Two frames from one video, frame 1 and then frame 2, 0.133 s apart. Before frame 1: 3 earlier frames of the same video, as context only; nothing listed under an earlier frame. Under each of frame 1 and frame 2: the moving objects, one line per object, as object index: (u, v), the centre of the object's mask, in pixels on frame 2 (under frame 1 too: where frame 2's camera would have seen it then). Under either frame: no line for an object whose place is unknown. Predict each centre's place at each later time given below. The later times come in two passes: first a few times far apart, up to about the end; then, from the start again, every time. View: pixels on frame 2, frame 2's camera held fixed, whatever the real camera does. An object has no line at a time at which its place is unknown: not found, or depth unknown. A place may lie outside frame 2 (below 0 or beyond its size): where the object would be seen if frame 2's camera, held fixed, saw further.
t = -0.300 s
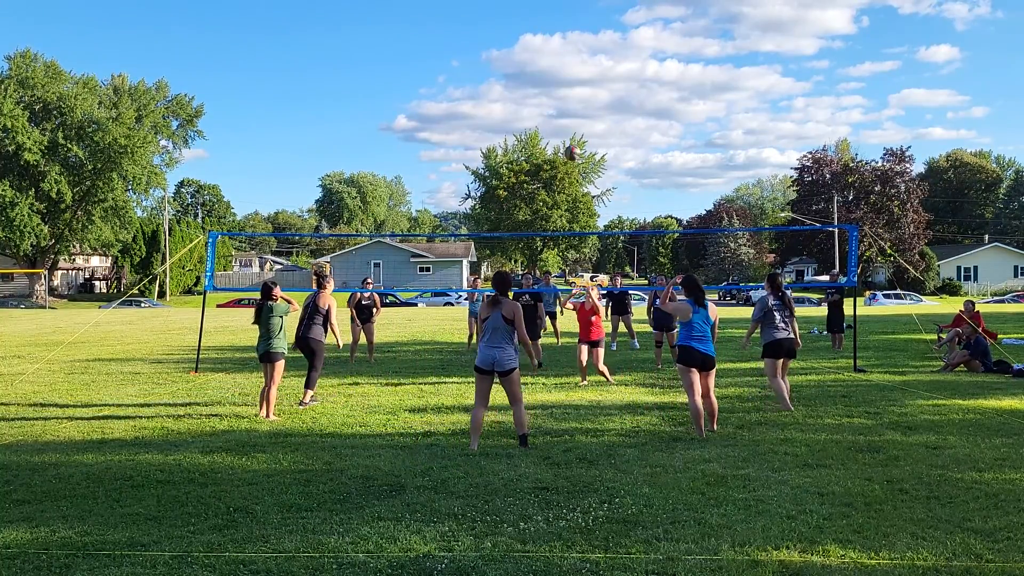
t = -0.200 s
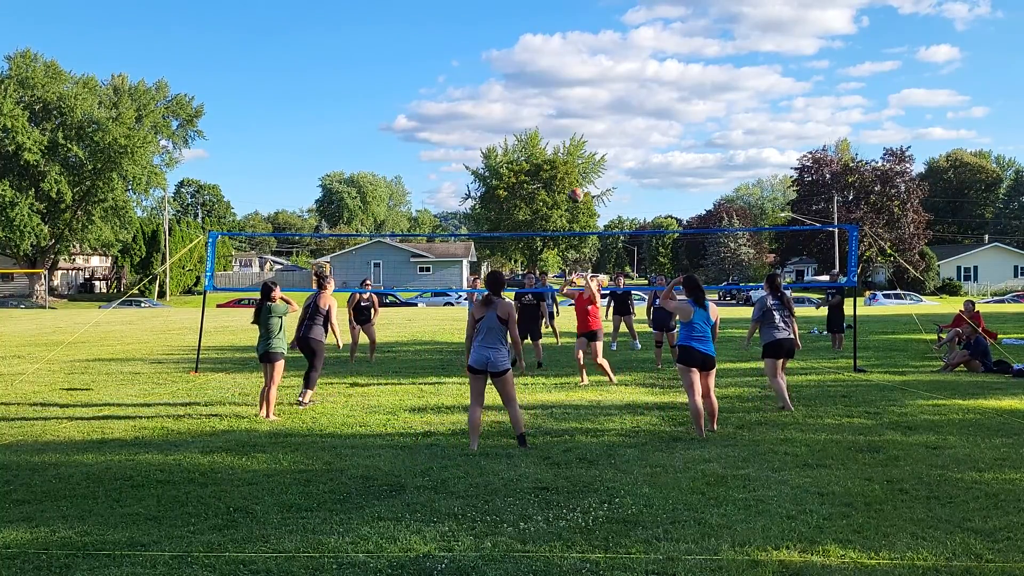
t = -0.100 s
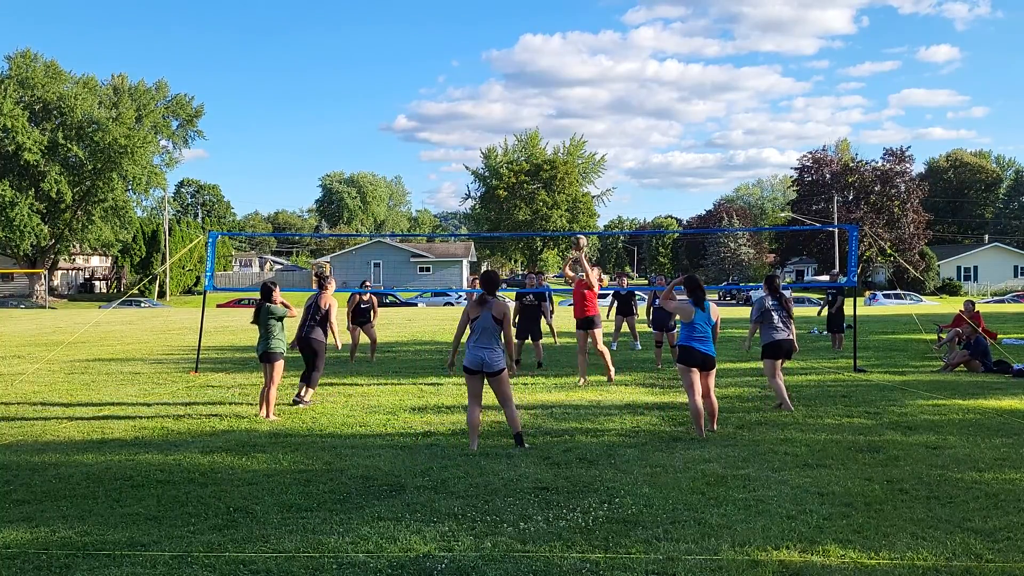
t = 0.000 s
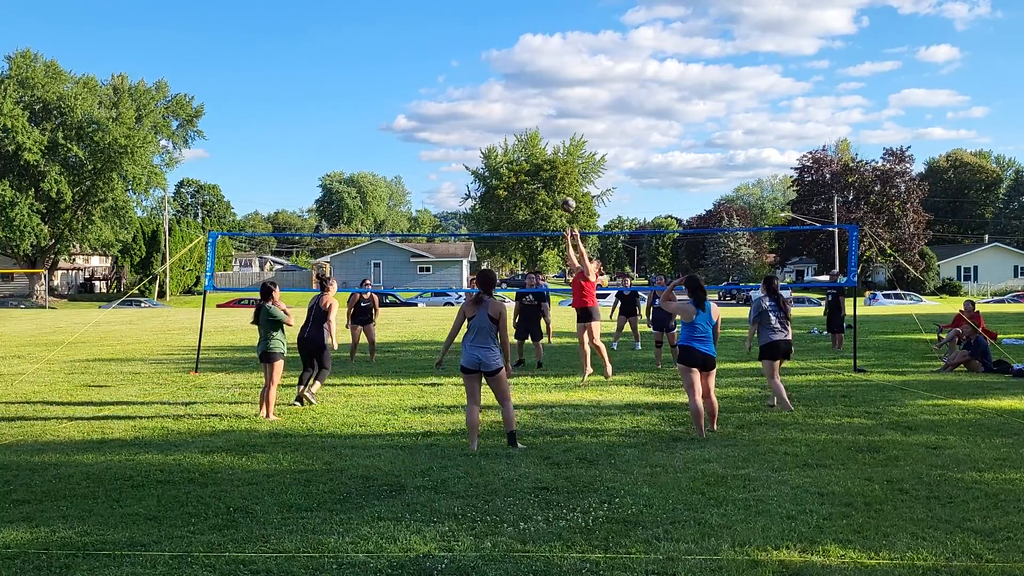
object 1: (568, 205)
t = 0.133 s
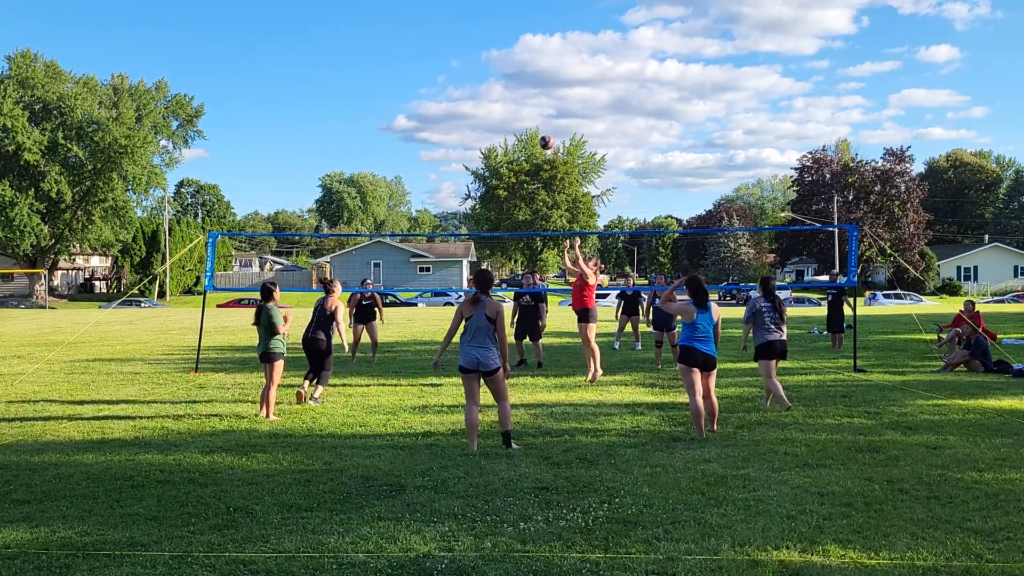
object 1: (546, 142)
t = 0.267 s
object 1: (526, 94)
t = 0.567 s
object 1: (484, 35)
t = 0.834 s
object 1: (450, 37)
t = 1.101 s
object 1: (418, 89)
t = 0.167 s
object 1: (541, 129)
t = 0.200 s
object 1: (536, 117)
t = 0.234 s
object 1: (531, 105)
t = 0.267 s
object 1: (526, 94)
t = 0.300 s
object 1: (522, 84)
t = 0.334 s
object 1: (517, 75)
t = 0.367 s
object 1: (512, 67)
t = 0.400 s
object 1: (507, 60)
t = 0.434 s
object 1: (502, 53)
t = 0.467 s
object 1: (498, 47)
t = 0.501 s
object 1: (493, 42)
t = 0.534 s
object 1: (489, 38)
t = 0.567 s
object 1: (484, 35)
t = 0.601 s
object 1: (480, 32)
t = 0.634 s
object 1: (475, 30)
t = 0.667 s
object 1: (471, 29)
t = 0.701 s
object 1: (467, 29)
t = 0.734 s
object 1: (462, 30)
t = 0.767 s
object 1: (458, 32)
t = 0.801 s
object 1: (454, 34)
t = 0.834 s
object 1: (450, 37)
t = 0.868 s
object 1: (446, 41)
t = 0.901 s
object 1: (442, 45)
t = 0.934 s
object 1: (438, 51)
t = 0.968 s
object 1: (433, 57)
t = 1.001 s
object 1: (430, 64)
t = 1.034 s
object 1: (426, 72)
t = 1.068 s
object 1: (422, 80)
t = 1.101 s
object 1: (418, 89)
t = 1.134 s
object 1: (415, 99)
